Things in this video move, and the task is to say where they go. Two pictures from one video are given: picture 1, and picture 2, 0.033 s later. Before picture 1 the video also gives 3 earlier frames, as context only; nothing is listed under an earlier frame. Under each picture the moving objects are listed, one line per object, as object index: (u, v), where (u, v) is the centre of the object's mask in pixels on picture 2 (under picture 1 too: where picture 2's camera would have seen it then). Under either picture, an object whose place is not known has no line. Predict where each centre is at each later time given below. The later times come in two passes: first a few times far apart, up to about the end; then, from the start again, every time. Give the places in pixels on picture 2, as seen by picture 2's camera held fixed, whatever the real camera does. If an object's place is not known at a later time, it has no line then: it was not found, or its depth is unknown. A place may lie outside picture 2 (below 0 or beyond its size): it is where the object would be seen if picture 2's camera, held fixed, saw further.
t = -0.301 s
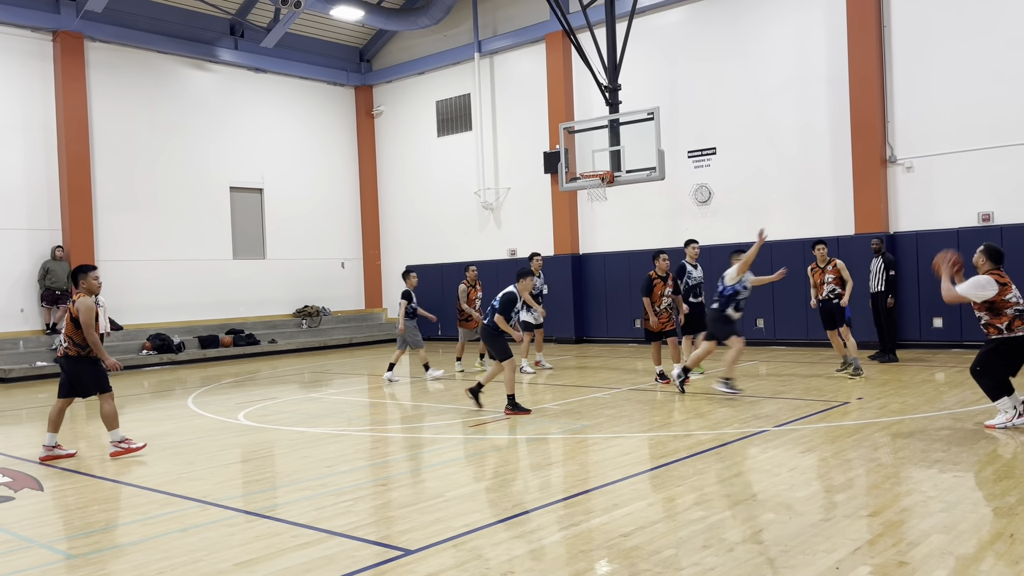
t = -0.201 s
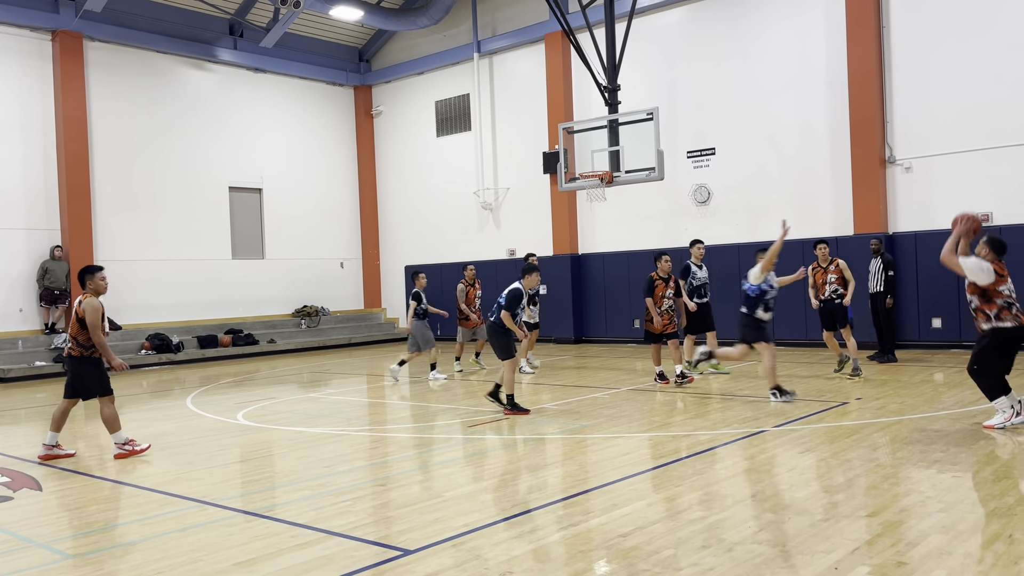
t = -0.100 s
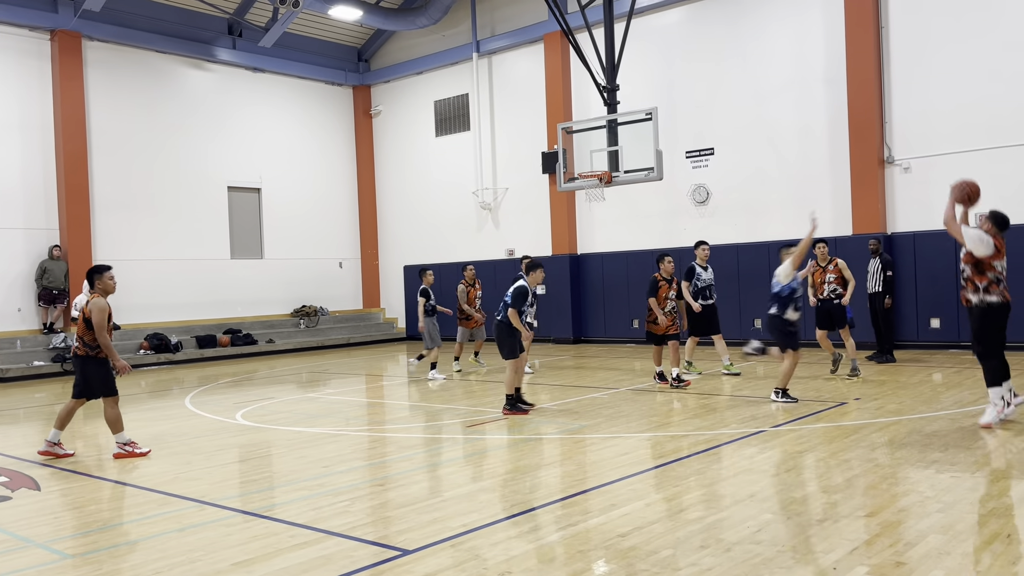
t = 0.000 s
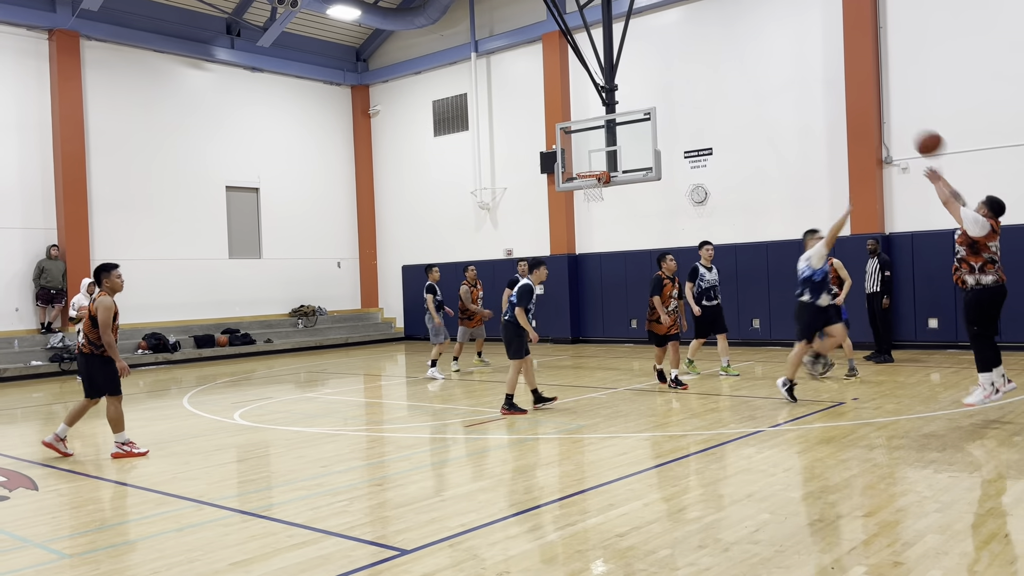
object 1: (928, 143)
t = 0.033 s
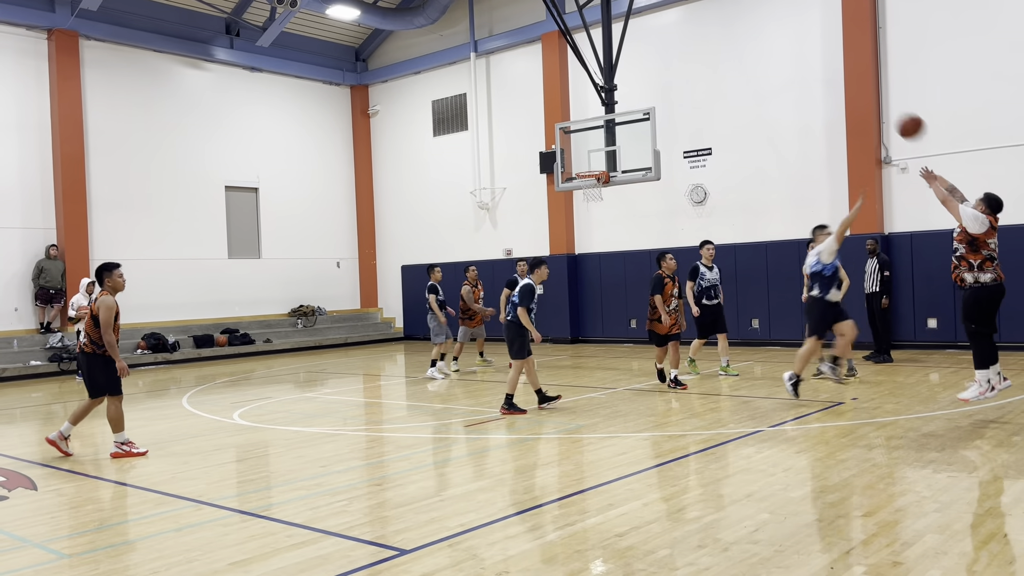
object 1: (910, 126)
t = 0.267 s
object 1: (806, 51)
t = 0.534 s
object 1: (719, 38)
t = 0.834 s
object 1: (648, 84)
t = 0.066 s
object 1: (893, 110)
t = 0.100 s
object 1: (877, 97)
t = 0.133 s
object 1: (861, 85)
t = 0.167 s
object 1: (846, 75)
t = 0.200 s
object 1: (832, 66)
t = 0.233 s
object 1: (819, 58)
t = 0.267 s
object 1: (806, 51)
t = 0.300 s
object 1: (793, 46)
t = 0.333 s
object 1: (781, 42)
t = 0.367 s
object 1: (770, 39)
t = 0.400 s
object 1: (759, 37)
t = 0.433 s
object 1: (749, 36)
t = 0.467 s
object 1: (738, 36)
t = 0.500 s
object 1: (729, 36)
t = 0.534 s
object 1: (719, 38)
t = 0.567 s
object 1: (710, 40)
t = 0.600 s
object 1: (702, 43)
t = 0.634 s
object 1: (693, 47)
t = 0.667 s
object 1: (685, 52)
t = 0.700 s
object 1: (677, 57)
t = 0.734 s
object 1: (670, 63)
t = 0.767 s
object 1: (662, 69)
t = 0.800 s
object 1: (655, 76)
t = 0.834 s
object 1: (648, 84)
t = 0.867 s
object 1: (642, 92)
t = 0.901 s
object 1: (635, 101)
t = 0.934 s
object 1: (629, 110)
